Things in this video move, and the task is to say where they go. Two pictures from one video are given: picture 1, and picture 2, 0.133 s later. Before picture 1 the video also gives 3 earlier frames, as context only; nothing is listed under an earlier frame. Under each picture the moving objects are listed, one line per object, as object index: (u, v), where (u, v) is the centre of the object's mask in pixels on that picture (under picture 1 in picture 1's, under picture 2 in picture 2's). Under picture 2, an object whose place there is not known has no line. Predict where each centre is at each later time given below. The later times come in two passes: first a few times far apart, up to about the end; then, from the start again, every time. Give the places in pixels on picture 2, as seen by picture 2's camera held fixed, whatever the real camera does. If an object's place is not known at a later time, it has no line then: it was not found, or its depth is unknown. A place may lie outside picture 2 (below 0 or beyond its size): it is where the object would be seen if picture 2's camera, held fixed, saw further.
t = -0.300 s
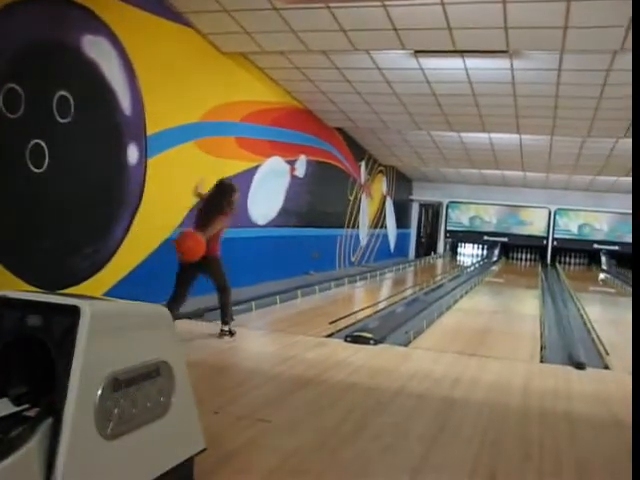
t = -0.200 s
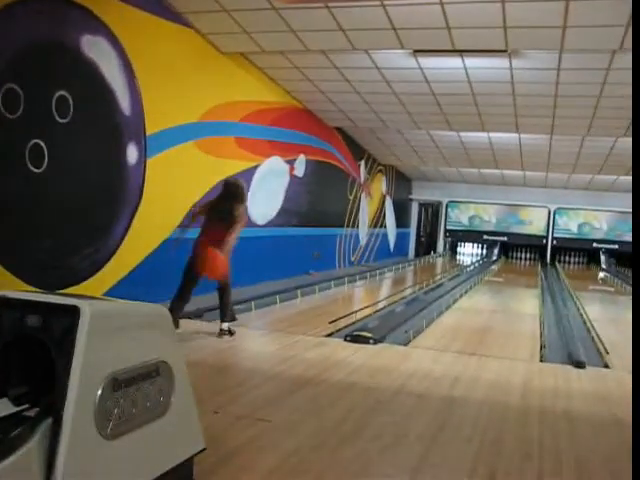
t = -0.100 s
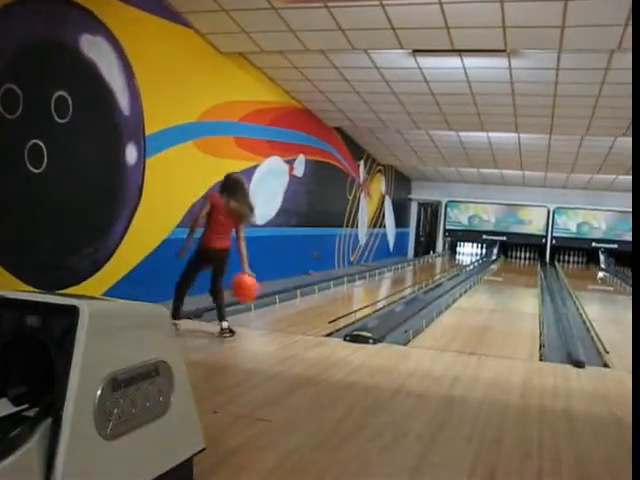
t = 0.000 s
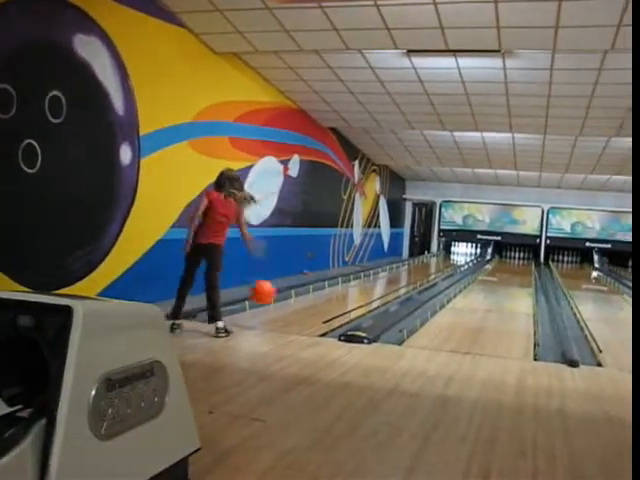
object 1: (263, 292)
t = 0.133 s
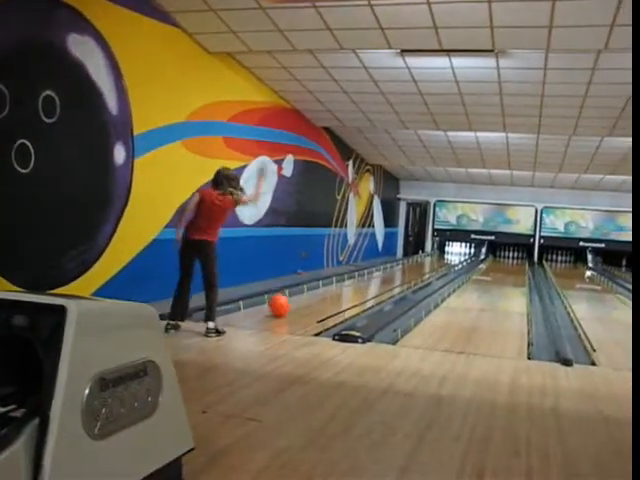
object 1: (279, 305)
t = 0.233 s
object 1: (293, 298)
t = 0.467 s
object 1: (317, 286)
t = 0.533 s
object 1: (321, 283)
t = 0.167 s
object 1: (284, 303)
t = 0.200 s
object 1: (289, 301)
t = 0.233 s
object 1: (293, 298)
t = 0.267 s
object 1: (297, 297)
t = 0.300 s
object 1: (301, 295)
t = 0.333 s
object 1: (304, 293)
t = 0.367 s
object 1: (308, 291)
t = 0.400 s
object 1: (311, 289)
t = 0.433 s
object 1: (314, 287)
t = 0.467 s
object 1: (317, 286)
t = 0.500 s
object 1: (319, 284)
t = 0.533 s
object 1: (321, 283)
